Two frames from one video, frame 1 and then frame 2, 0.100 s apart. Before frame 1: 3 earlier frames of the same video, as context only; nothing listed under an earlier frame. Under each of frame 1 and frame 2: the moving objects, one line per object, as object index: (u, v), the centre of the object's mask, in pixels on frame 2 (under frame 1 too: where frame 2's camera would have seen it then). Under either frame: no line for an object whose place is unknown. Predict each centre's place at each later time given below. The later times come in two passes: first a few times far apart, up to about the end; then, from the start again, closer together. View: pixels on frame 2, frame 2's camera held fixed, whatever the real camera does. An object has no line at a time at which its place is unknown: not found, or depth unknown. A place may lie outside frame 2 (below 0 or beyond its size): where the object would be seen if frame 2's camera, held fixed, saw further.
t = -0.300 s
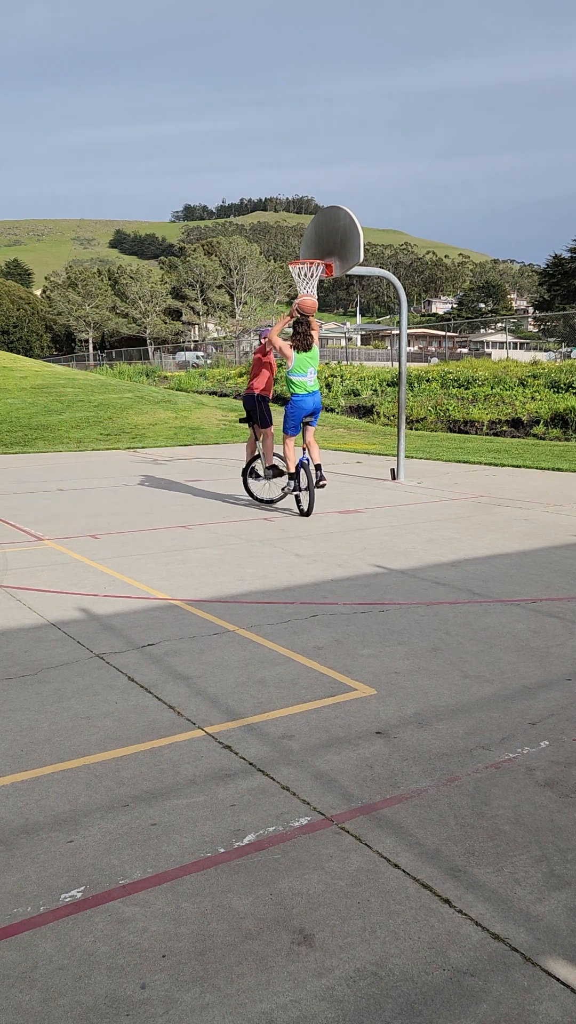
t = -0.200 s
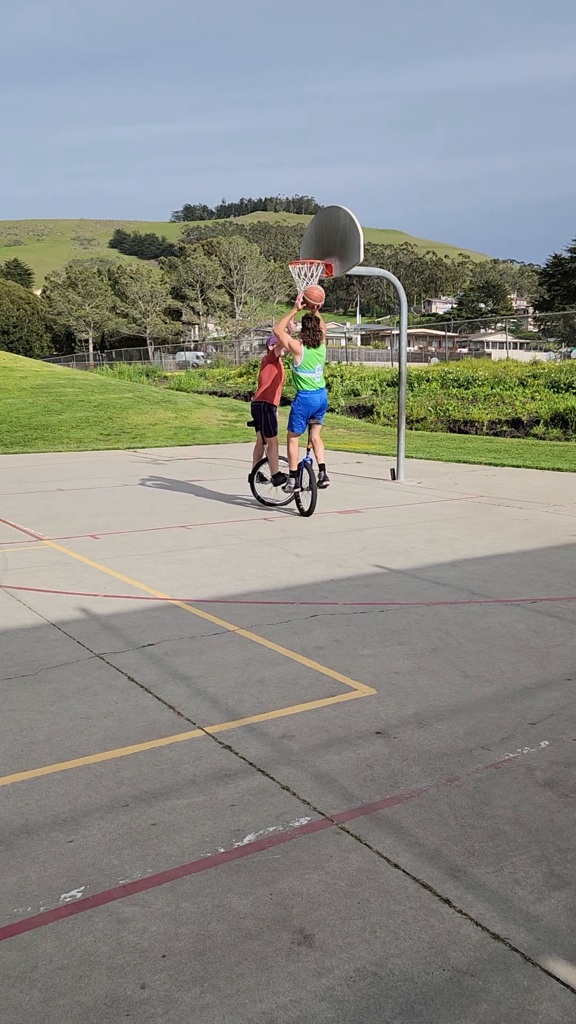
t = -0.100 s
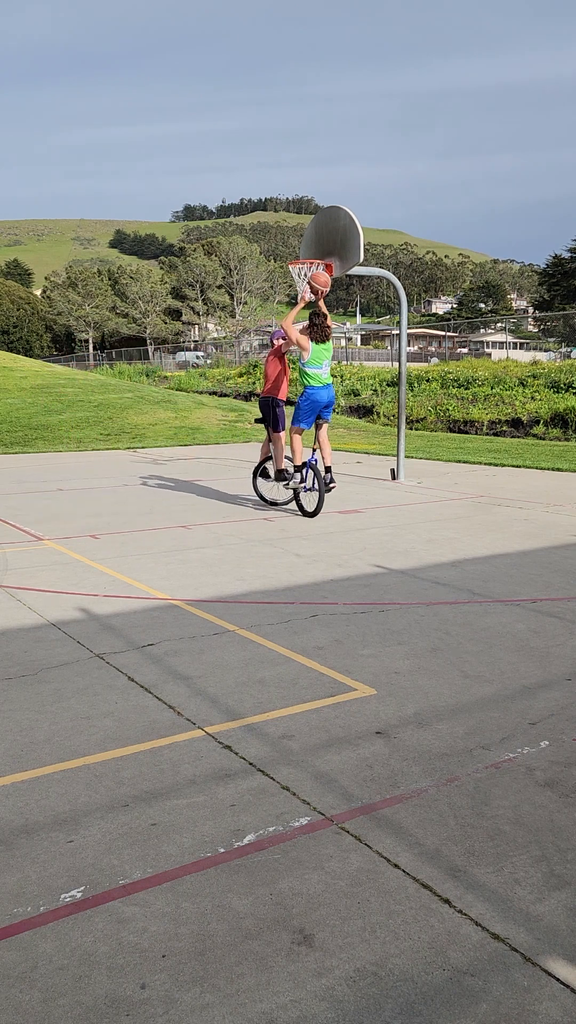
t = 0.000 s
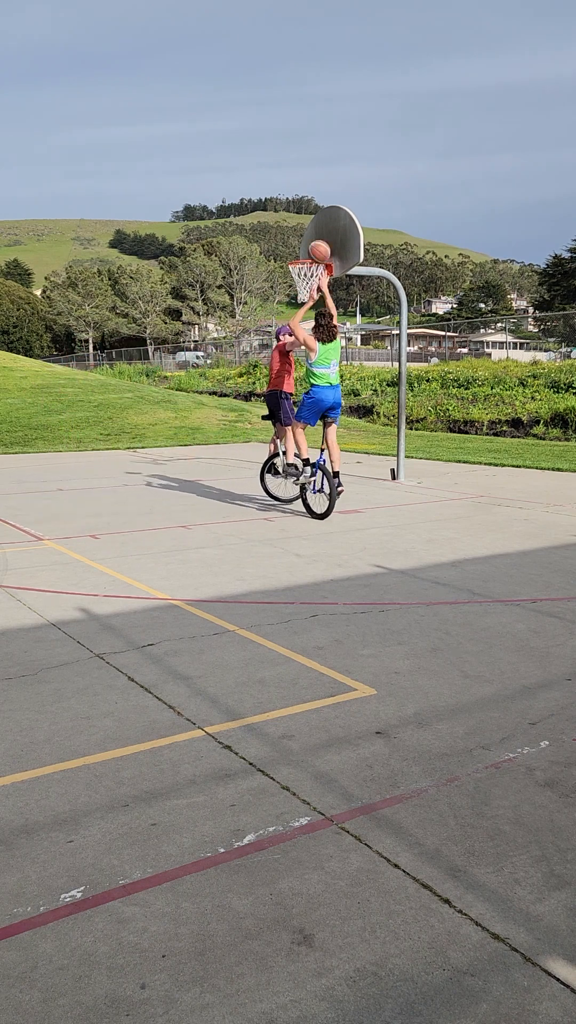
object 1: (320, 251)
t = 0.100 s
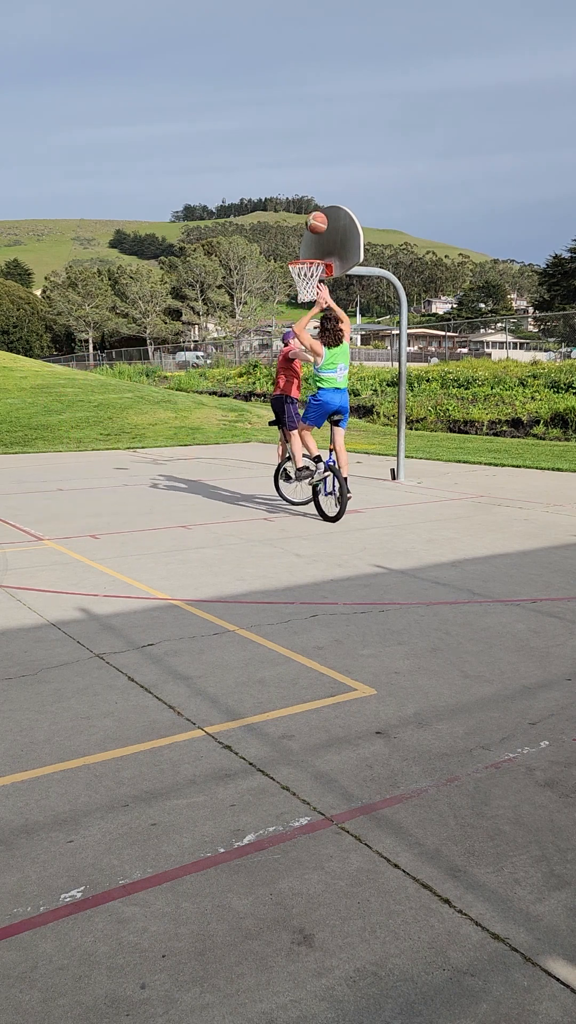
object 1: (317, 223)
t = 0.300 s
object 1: (311, 196)
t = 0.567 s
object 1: (306, 217)
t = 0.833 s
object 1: (311, 271)
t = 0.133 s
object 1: (315, 216)
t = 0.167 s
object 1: (315, 210)
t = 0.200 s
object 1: (314, 205)
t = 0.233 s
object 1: (313, 202)
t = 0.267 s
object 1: (313, 198)
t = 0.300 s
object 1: (311, 196)
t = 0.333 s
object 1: (311, 196)
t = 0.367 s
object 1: (310, 197)
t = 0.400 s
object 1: (309, 198)
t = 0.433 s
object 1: (309, 200)
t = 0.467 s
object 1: (308, 203)
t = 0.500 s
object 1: (308, 206)
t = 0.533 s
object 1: (307, 211)
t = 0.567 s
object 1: (306, 217)
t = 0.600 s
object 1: (306, 223)
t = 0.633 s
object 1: (305, 230)
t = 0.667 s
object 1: (305, 237)
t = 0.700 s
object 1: (305, 246)
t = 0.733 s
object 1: (304, 253)
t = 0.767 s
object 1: (304, 262)
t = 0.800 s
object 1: (309, 268)
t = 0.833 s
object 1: (311, 271)
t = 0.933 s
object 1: (311, 276)
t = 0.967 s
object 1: (308, 272)
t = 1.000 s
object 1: (308, 273)
